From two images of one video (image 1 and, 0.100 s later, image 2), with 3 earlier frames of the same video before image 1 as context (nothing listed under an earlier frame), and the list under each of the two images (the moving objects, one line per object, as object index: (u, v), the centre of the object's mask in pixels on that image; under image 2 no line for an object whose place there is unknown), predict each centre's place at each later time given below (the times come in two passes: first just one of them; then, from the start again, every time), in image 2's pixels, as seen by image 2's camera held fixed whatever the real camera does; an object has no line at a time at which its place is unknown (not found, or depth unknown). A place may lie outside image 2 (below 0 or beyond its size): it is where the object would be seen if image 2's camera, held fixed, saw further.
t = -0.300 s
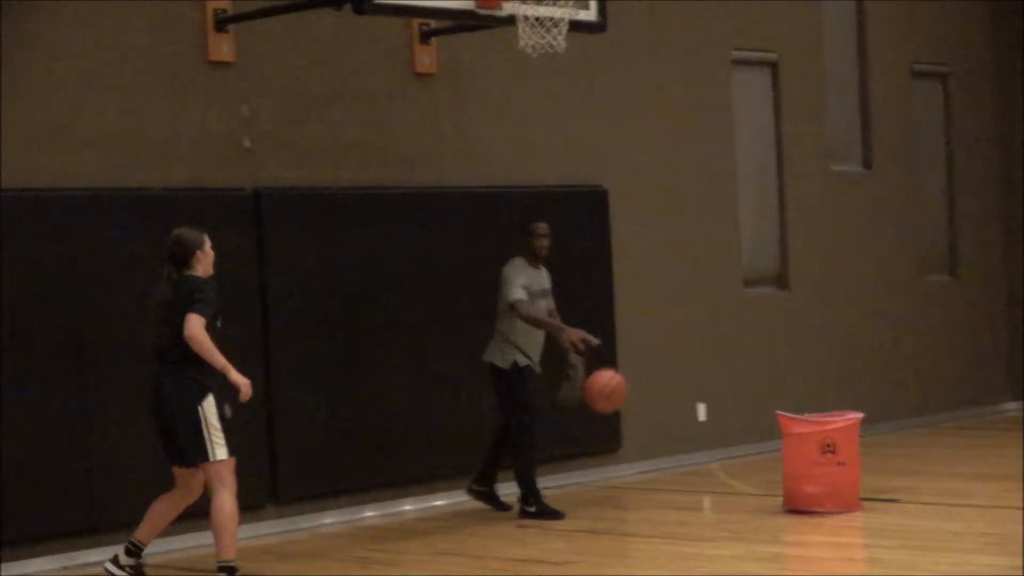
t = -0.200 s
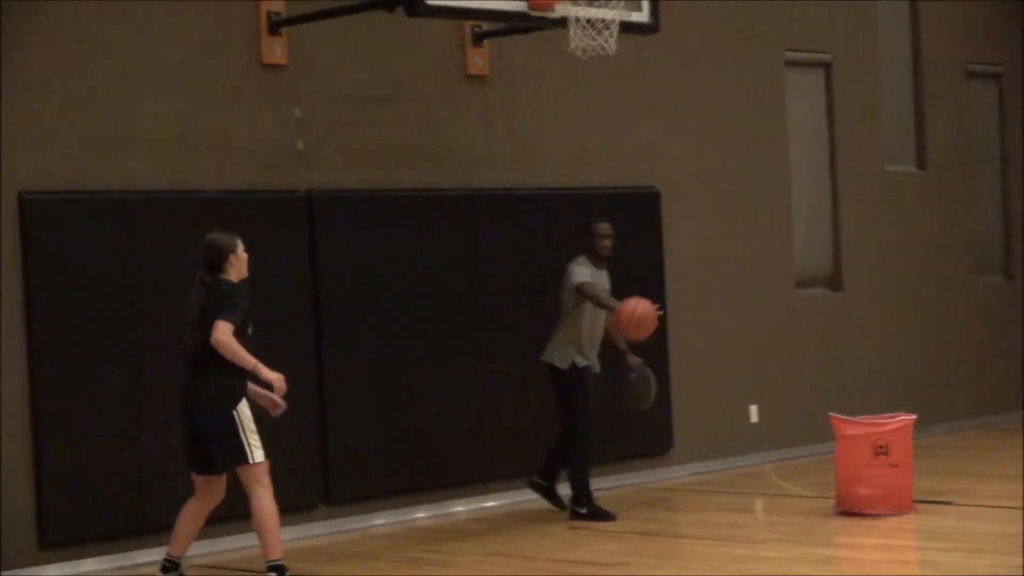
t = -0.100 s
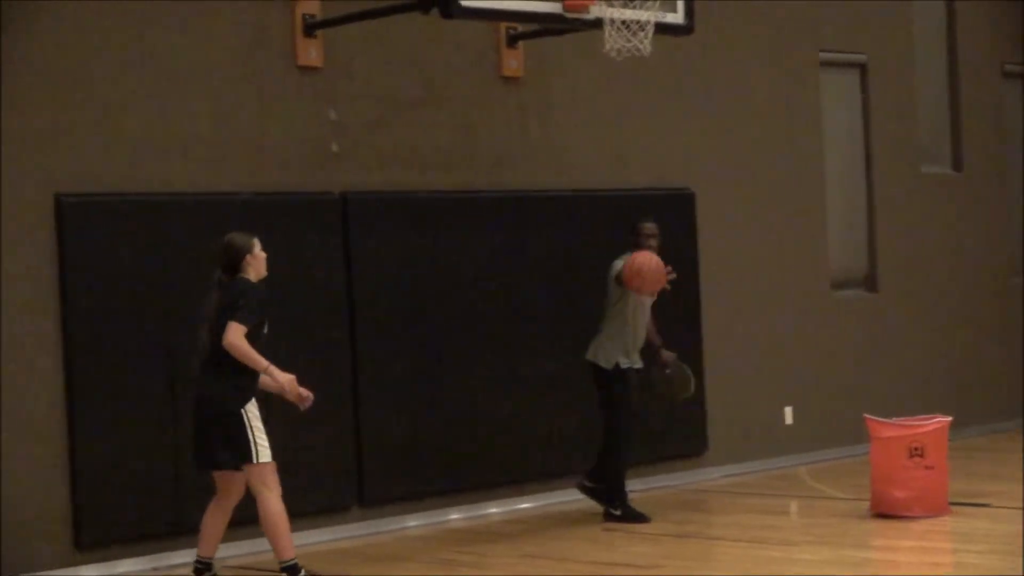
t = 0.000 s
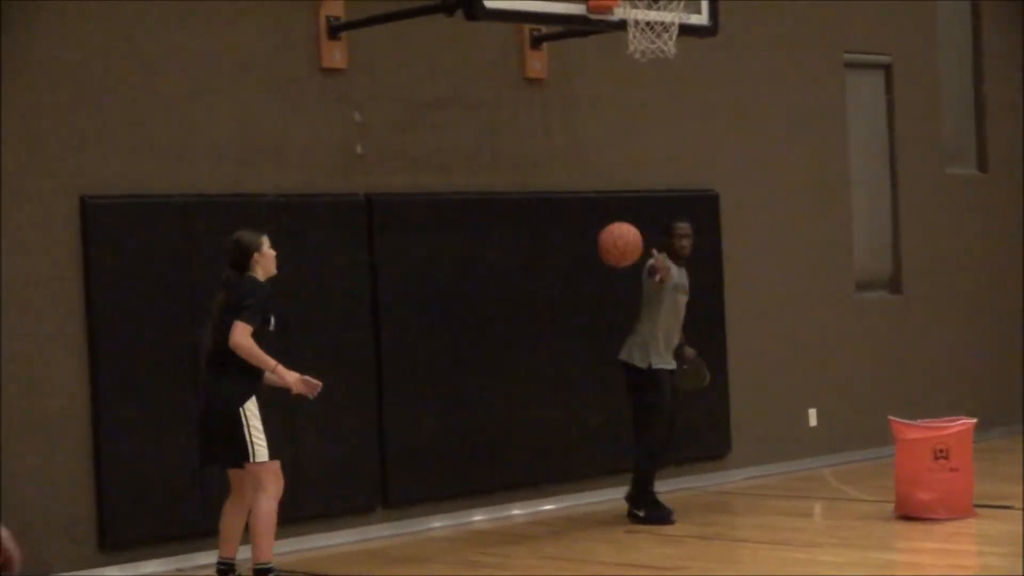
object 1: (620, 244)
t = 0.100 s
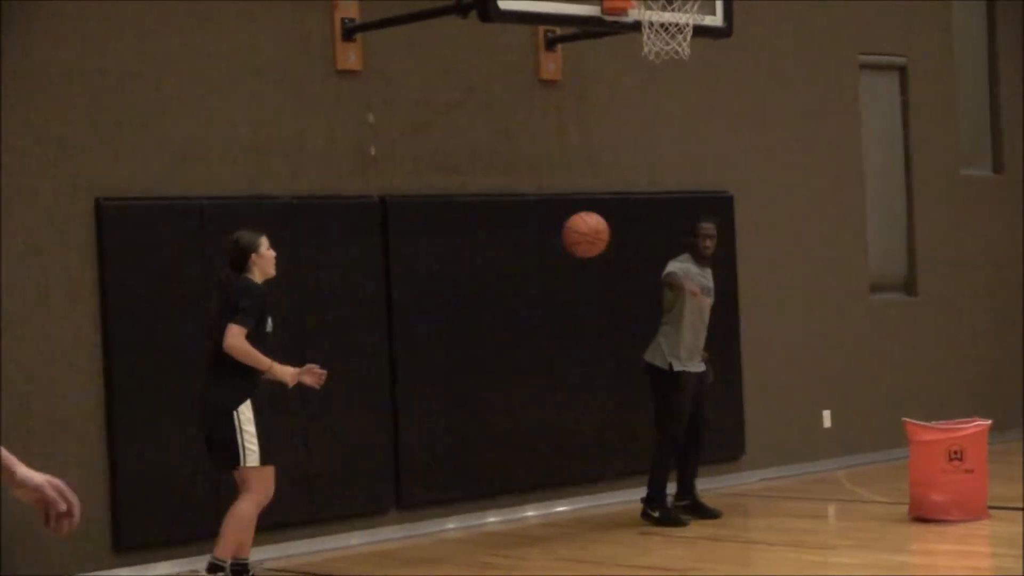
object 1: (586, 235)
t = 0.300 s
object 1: (486, 269)
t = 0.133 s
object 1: (569, 235)
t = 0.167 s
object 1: (552, 237)
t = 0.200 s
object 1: (536, 242)
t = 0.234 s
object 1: (519, 249)
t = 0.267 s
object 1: (502, 258)
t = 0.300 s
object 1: (486, 269)
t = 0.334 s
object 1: (469, 283)
